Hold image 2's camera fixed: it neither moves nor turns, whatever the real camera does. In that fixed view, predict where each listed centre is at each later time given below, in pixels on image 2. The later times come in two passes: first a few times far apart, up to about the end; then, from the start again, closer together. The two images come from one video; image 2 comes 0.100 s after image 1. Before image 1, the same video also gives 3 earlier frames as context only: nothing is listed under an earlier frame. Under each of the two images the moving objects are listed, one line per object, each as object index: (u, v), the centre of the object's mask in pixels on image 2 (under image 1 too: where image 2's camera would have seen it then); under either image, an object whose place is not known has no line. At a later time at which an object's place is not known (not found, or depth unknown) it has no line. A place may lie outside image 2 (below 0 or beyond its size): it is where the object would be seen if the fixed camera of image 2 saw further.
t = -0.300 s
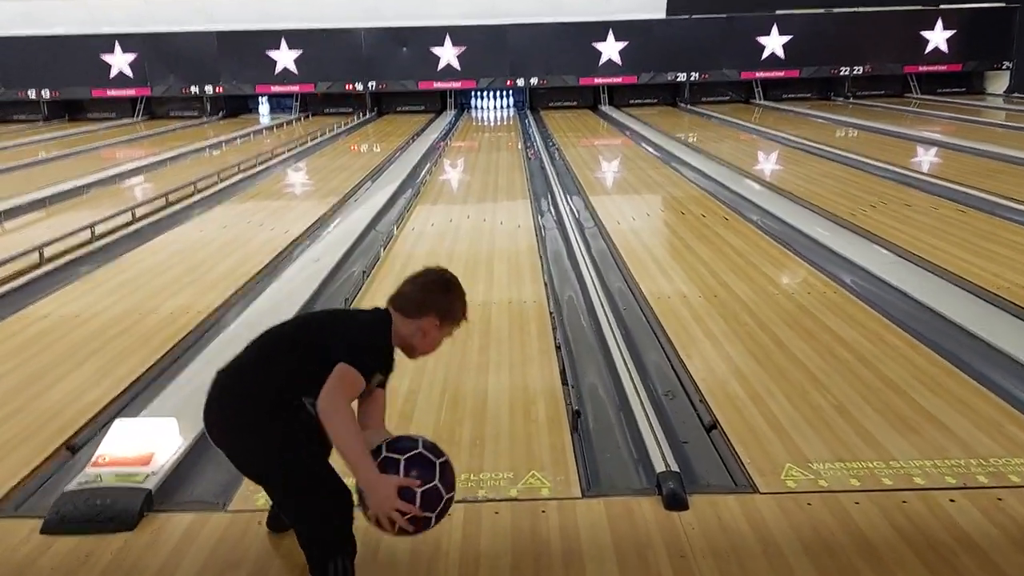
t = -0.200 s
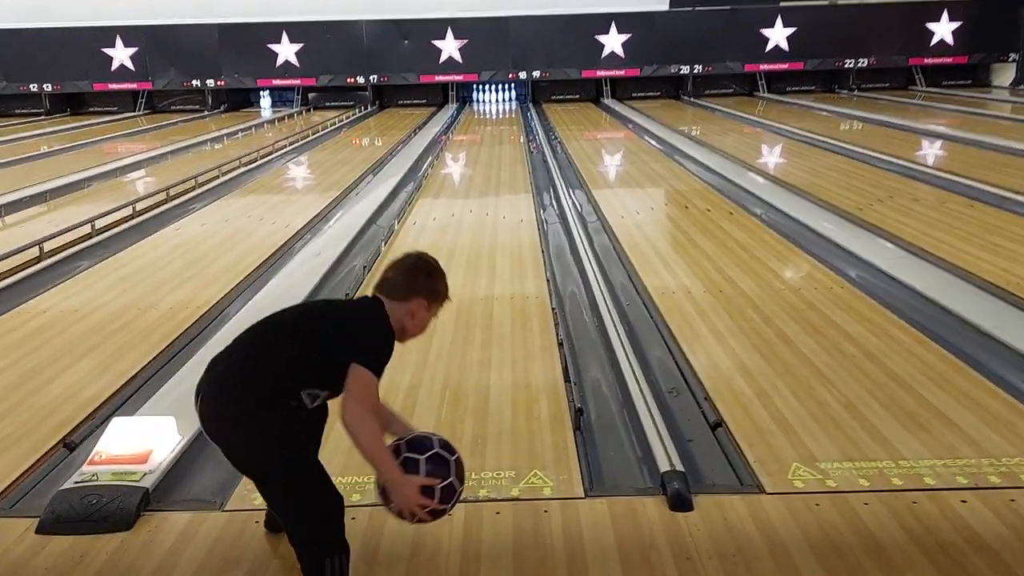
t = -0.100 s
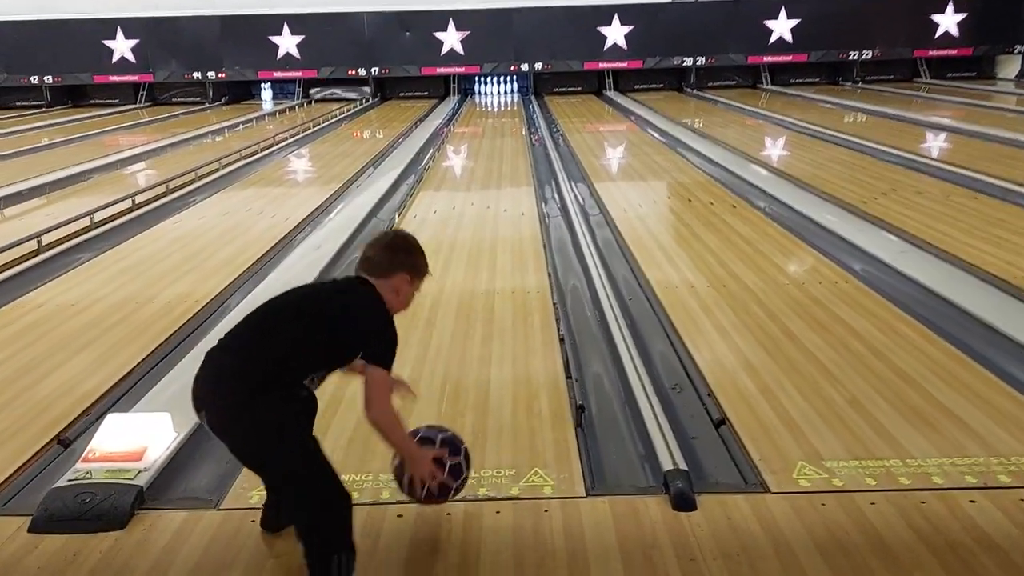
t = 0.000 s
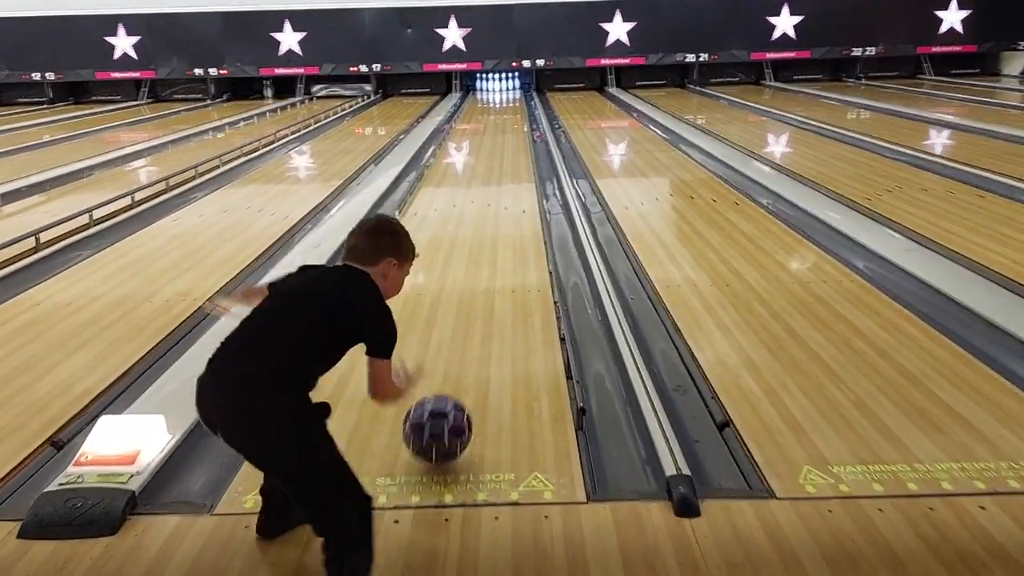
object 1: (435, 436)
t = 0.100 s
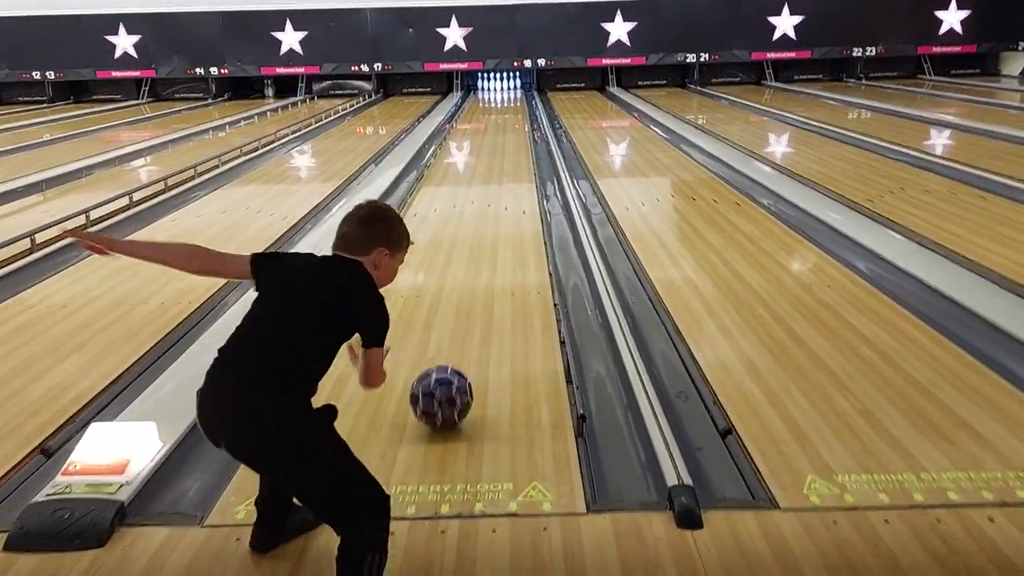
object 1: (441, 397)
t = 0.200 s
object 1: (446, 363)
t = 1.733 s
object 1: (478, 187)
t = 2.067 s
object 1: (481, 172)
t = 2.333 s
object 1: (484, 160)
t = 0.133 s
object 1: (443, 385)
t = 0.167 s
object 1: (445, 374)
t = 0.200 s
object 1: (446, 363)
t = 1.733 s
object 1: (478, 187)
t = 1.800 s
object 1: (479, 184)
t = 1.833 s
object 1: (479, 182)
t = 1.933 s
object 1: (480, 178)
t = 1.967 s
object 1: (481, 176)
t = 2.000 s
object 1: (481, 174)
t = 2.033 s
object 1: (481, 173)
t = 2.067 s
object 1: (481, 172)
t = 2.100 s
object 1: (482, 170)
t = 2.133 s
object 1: (482, 168)
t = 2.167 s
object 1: (482, 167)
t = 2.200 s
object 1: (482, 165)
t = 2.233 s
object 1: (482, 164)
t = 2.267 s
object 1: (483, 163)
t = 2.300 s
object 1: (483, 161)
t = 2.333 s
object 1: (484, 160)
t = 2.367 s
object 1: (484, 159)
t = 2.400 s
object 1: (484, 157)
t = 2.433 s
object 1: (484, 156)
